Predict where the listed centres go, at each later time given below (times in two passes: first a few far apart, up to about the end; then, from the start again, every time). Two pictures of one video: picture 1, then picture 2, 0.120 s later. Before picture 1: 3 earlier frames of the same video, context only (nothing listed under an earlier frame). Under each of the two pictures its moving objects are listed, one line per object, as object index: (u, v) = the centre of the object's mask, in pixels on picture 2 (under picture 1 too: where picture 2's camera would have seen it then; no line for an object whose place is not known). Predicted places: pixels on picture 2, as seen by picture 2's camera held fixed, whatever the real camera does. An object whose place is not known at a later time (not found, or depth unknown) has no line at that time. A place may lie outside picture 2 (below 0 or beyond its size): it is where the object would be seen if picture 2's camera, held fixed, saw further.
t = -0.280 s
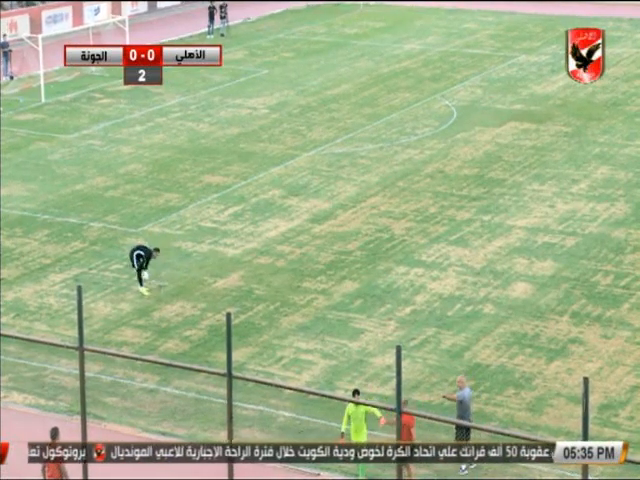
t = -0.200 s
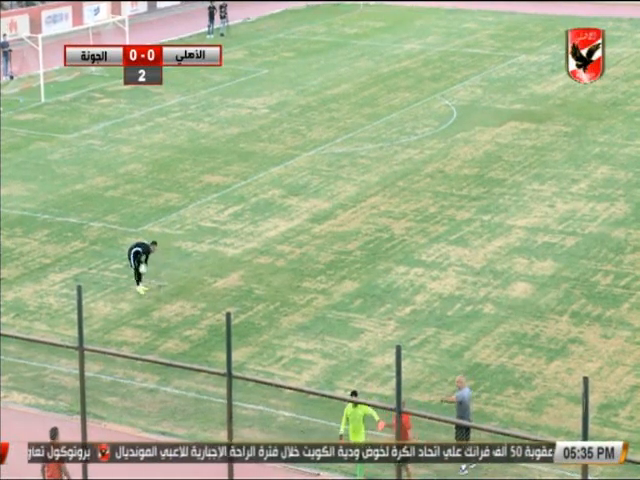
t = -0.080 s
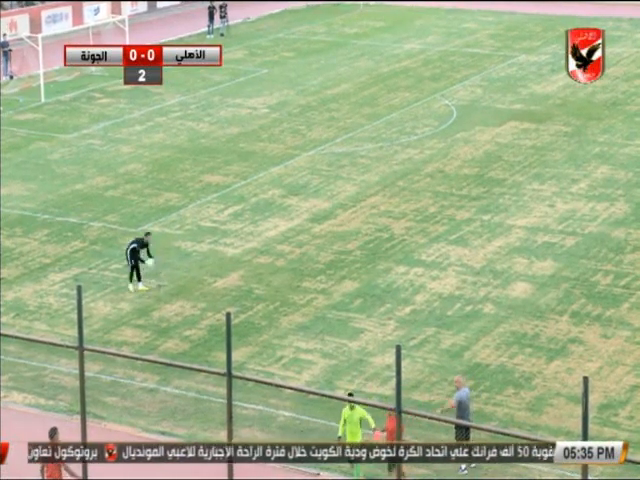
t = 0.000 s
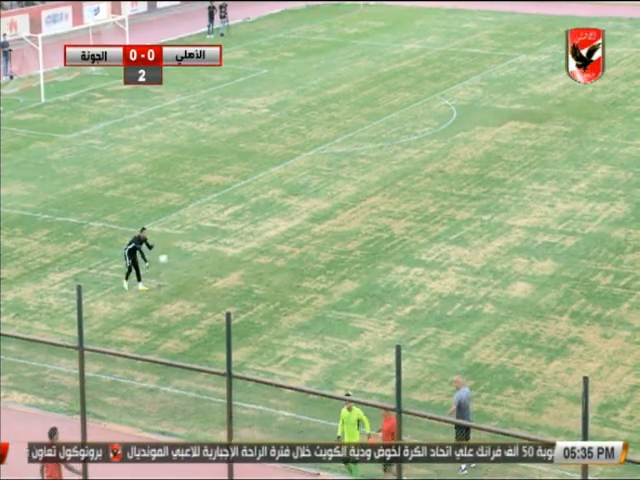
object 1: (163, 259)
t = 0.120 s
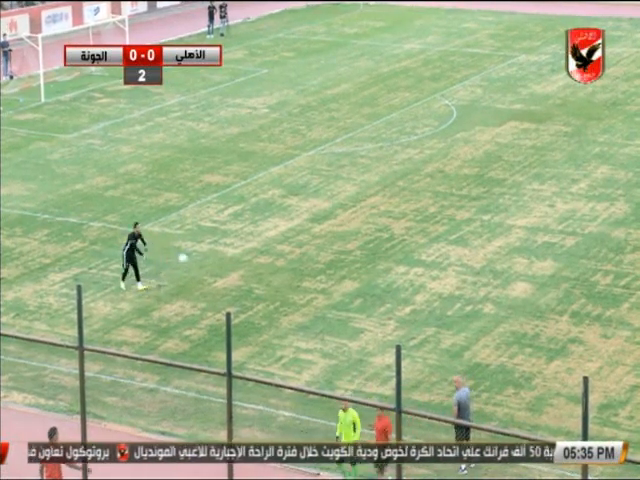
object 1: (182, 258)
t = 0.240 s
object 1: (202, 262)
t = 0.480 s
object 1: (243, 289)
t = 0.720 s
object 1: (267, 300)
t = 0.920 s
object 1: (274, 299)
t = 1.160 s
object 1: (283, 312)
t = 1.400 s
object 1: (291, 316)
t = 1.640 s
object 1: (298, 318)
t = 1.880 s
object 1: (305, 319)
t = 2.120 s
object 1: (310, 321)
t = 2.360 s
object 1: (313, 322)
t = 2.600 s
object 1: (316, 323)
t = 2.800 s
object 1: (316, 324)
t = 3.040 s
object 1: (317, 324)
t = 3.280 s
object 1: (316, 324)
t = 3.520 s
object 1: (316, 324)
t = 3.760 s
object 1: (316, 324)
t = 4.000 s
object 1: (316, 324)
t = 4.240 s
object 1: (316, 324)
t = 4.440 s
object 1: (316, 324)
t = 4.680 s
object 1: (316, 324)
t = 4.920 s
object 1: (316, 324)
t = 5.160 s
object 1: (317, 324)
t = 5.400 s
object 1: (317, 324)
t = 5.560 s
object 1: (317, 324)
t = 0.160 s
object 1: (189, 259)
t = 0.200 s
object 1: (196, 260)
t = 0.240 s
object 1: (202, 262)
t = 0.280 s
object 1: (209, 266)
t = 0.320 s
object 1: (216, 269)
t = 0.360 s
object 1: (223, 273)
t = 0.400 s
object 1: (230, 277)
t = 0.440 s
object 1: (236, 283)
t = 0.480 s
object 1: (243, 289)
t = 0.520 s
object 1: (250, 295)
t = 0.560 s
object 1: (257, 302)
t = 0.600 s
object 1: (262, 307)
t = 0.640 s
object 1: (264, 304)
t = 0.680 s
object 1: (265, 301)
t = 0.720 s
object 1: (267, 300)
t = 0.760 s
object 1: (268, 298)
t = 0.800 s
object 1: (270, 297)
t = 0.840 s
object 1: (271, 297)
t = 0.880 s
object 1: (272, 297)
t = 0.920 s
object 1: (274, 299)
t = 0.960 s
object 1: (276, 301)
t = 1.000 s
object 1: (276, 303)
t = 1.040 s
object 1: (278, 306)
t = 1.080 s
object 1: (280, 311)
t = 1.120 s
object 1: (281, 313)
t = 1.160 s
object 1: (283, 312)
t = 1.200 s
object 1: (284, 311)
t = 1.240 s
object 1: (285, 311)
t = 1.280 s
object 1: (287, 311)
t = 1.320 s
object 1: (288, 312)
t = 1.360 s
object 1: (290, 314)
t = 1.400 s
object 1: (291, 316)
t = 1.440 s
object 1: (292, 316)
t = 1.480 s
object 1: (293, 316)
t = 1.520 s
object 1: (294, 316)
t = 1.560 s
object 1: (296, 317)
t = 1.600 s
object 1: (297, 317)
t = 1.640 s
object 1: (298, 318)
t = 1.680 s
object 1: (300, 317)
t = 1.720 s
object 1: (301, 318)
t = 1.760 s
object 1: (302, 318)
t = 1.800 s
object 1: (302, 318)
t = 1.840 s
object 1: (304, 319)
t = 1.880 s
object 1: (305, 319)
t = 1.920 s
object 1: (306, 319)
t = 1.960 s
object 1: (307, 320)
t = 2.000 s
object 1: (308, 320)
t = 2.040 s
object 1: (308, 320)
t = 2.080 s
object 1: (309, 321)
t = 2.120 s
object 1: (310, 321)
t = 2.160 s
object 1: (311, 321)
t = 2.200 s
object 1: (311, 321)
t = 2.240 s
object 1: (312, 322)
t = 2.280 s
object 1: (313, 322)
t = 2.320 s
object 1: (313, 322)
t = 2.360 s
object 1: (313, 322)
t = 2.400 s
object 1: (314, 323)
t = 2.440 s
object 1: (315, 323)
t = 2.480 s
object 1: (314, 323)
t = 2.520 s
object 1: (315, 323)
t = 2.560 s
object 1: (315, 323)
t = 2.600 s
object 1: (316, 323)
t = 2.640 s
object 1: (316, 324)
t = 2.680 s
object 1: (316, 323)
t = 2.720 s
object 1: (316, 323)
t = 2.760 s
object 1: (316, 324)
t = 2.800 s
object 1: (316, 324)
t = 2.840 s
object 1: (317, 324)
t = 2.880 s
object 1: (317, 325)
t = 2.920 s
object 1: (317, 324)
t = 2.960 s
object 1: (317, 324)
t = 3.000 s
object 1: (317, 324)
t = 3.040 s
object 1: (317, 324)
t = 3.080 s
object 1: (317, 324)
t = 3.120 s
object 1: (317, 324)
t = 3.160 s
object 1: (317, 324)
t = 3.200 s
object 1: (316, 324)
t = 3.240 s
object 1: (316, 324)
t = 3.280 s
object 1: (316, 324)
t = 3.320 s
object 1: (316, 324)
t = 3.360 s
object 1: (316, 324)
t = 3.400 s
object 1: (316, 324)
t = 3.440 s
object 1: (316, 324)
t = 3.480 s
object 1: (316, 324)
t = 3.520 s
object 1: (316, 324)
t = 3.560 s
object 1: (316, 324)
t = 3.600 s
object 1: (316, 324)
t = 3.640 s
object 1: (316, 324)
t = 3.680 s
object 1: (316, 324)
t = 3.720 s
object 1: (316, 324)
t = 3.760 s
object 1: (316, 324)
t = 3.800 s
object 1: (316, 324)
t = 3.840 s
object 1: (316, 324)
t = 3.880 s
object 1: (316, 324)
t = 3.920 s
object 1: (316, 324)
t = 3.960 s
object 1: (316, 324)
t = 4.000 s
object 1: (316, 324)
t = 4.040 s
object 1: (316, 324)
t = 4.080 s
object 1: (316, 324)
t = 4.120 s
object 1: (316, 324)
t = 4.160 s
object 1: (316, 324)
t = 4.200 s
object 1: (316, 324)
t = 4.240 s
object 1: (316, 324)
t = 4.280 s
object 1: (317, 324)
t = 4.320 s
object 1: (317, 324)
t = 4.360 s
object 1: (316, 324)
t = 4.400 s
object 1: (316, 324)
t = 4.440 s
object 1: (316, 324)
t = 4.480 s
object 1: (316, 324)
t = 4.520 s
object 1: (316, 324)
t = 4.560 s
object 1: (316, 324)
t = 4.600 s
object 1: (316, 324)
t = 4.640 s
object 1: (317, 324)
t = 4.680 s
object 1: (316, 324)
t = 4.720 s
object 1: (316, 324)
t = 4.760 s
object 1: (316, 324)
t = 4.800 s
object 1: (316, 324)
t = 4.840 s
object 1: (316, 324)
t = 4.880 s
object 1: (316, 324)
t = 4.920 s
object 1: (316, 324)
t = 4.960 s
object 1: (316, 324)
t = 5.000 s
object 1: (316, 324)
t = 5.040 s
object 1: (316, 324)
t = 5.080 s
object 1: (316, 324)
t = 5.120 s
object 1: (317, 324)
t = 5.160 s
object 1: (317, 324)
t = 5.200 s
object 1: (317, 324)
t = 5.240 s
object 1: (317, 324)
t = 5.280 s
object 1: (317, 324)
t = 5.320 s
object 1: (317, 324)
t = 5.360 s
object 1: (317, 324)
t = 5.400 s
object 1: (317, 324)
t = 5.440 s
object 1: (317, 324)
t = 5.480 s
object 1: (317, 324)
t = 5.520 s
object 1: (317, 324)
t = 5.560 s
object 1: (317, 324)
